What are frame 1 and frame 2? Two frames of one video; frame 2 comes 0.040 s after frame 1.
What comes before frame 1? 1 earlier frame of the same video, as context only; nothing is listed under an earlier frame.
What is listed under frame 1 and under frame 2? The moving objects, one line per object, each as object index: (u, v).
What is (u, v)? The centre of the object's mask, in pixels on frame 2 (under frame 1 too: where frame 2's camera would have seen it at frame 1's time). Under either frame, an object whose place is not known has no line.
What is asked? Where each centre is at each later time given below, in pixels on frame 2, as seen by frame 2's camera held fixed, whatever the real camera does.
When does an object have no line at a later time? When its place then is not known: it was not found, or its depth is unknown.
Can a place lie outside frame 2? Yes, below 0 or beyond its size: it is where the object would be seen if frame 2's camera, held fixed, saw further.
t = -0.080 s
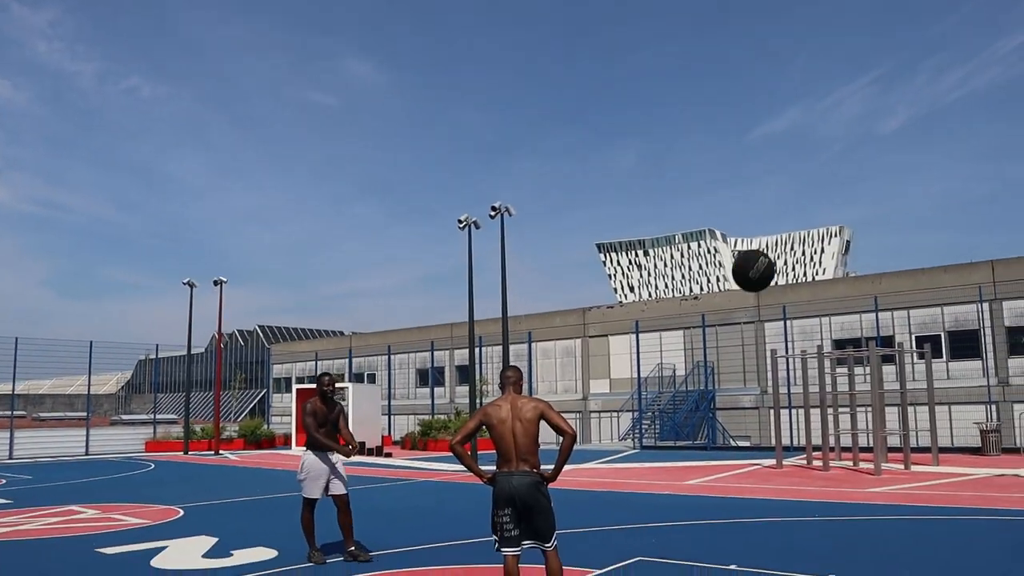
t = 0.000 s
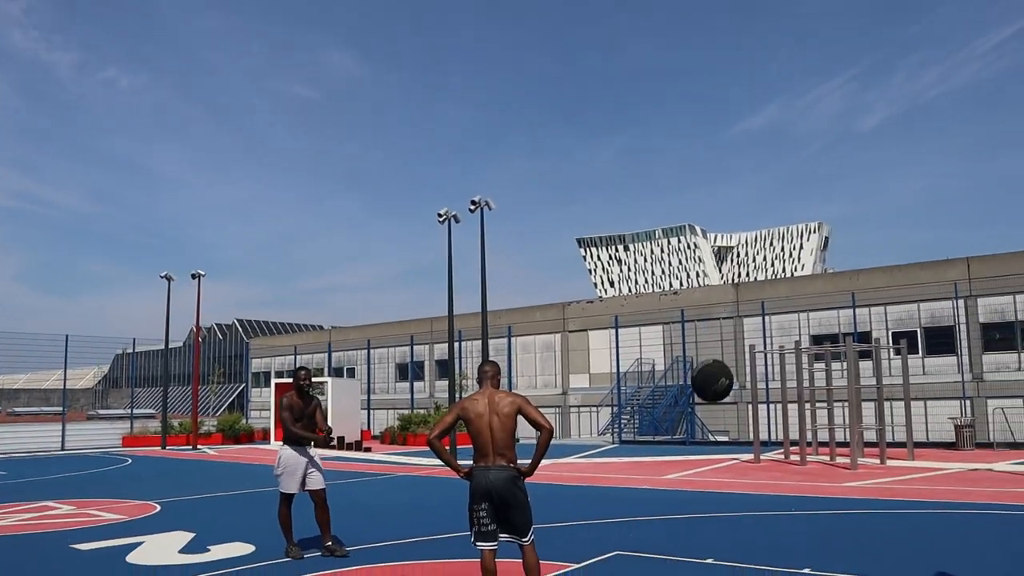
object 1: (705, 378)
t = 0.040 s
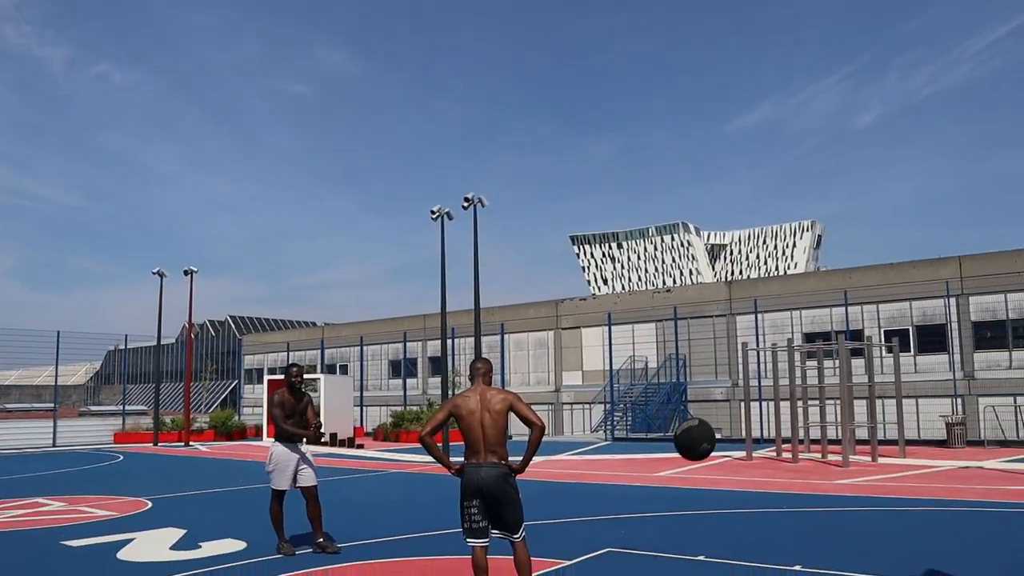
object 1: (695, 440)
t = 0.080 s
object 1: (685, 503)
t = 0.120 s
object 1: (678, 567)
